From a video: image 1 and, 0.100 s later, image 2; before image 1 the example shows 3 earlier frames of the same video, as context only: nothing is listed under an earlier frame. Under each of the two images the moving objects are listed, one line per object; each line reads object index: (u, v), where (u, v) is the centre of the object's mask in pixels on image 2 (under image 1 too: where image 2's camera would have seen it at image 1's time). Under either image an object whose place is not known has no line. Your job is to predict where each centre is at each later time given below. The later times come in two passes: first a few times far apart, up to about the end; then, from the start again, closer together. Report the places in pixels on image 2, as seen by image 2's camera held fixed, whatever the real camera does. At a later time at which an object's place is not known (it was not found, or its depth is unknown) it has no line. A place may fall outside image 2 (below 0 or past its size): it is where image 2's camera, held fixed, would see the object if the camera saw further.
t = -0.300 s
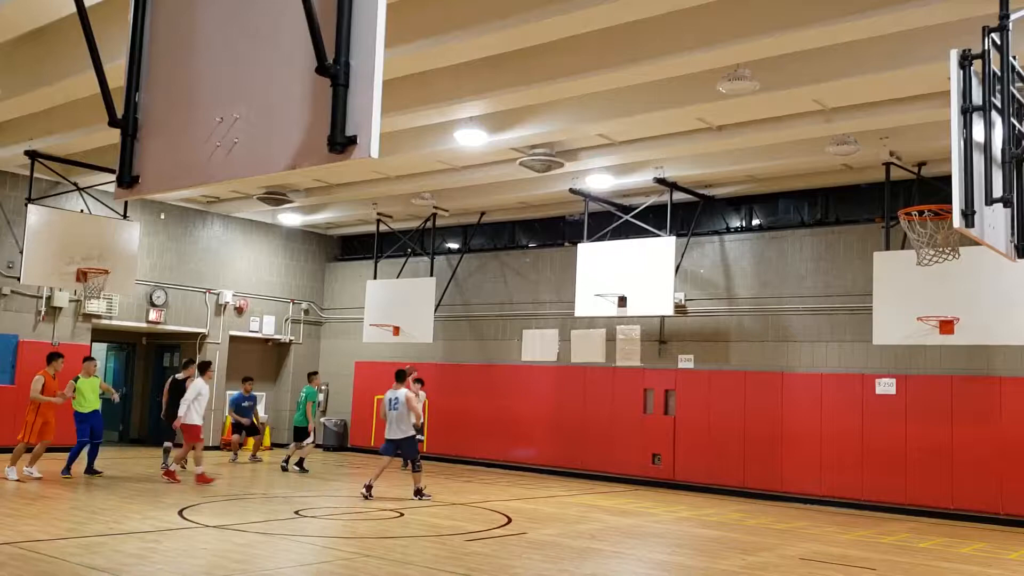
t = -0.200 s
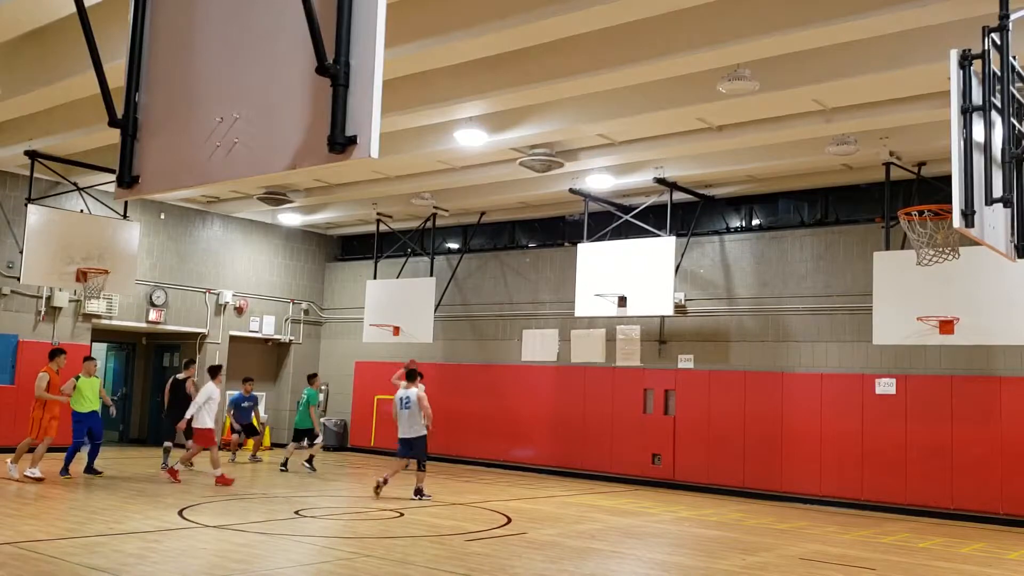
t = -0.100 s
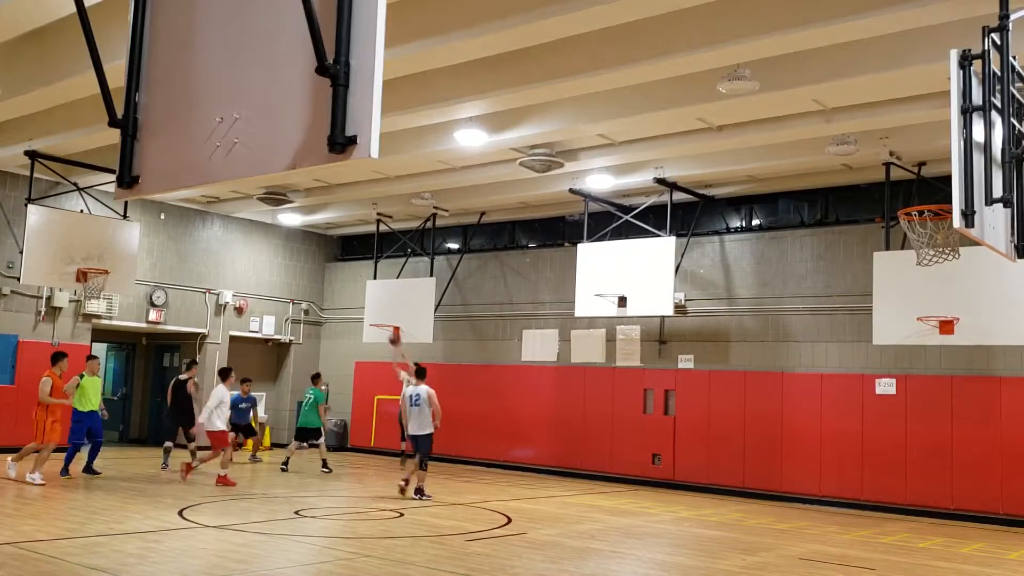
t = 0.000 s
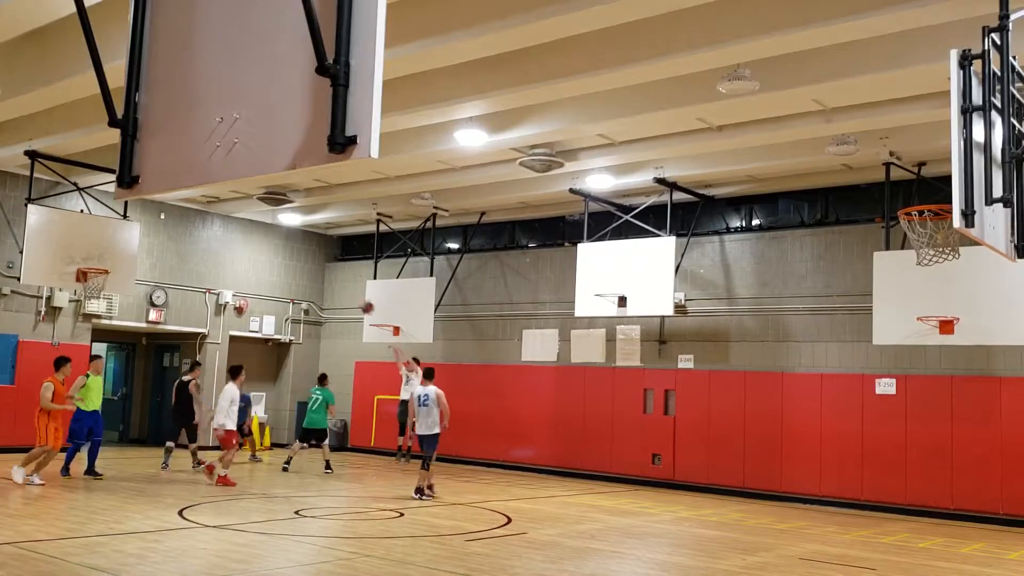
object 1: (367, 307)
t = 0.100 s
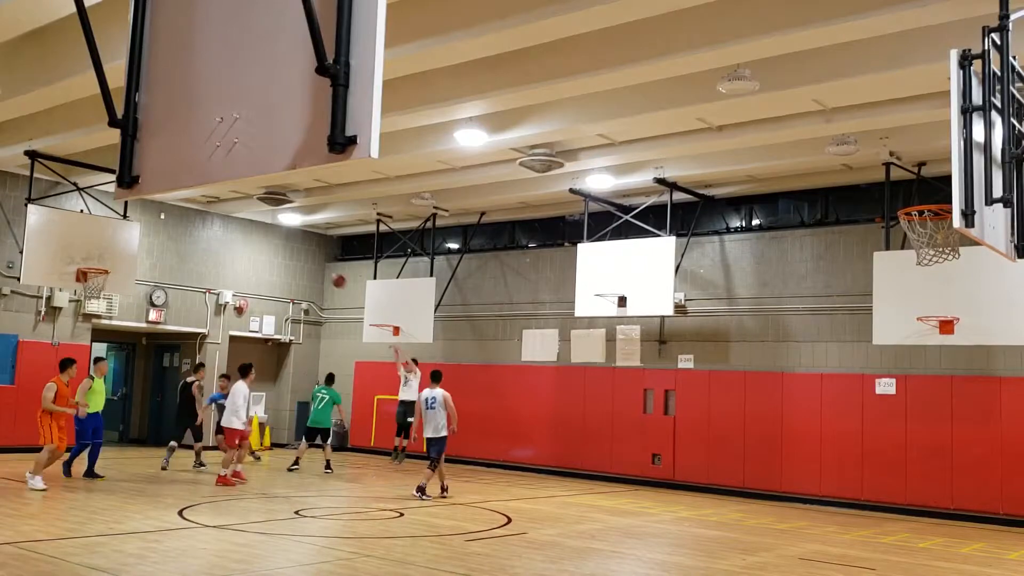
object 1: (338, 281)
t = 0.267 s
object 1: (289, 248)
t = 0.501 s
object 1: (216, 227)
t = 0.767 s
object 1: (127, 241)
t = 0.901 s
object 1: (110, 256)
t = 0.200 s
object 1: (309, 260)
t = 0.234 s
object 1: (299, 254)
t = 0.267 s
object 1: (289, 248)
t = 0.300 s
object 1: (279, 243)
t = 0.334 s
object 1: (268, 239)
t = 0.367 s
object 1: (258, 236)
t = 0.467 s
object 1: (226, 228)
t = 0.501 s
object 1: (216, 227)
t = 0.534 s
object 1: (205, 227)
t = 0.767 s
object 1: (127, 241)
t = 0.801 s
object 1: (118, 245)
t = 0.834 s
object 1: (115, 248)
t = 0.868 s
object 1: (112, 252)
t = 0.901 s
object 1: (110, 256)
